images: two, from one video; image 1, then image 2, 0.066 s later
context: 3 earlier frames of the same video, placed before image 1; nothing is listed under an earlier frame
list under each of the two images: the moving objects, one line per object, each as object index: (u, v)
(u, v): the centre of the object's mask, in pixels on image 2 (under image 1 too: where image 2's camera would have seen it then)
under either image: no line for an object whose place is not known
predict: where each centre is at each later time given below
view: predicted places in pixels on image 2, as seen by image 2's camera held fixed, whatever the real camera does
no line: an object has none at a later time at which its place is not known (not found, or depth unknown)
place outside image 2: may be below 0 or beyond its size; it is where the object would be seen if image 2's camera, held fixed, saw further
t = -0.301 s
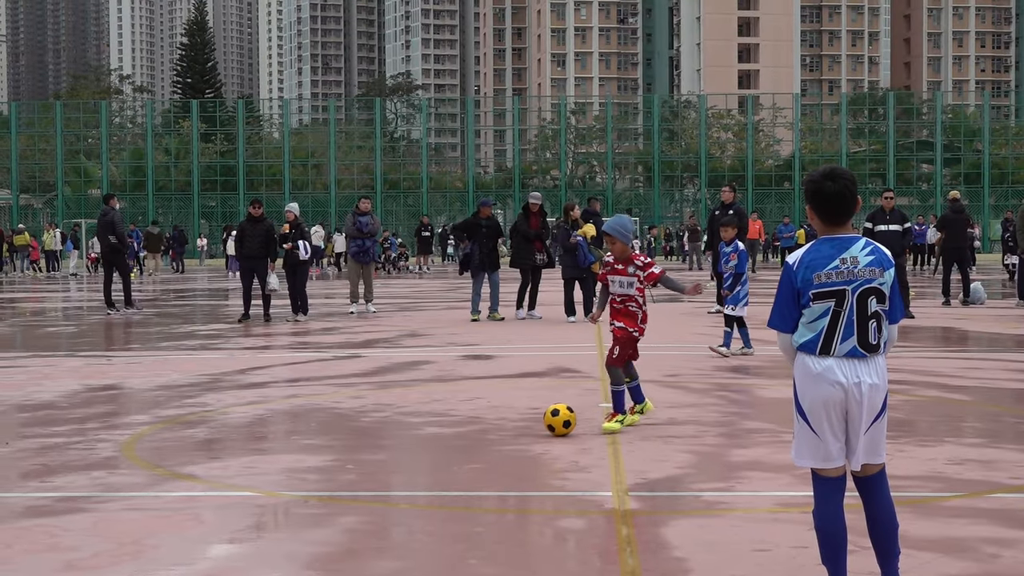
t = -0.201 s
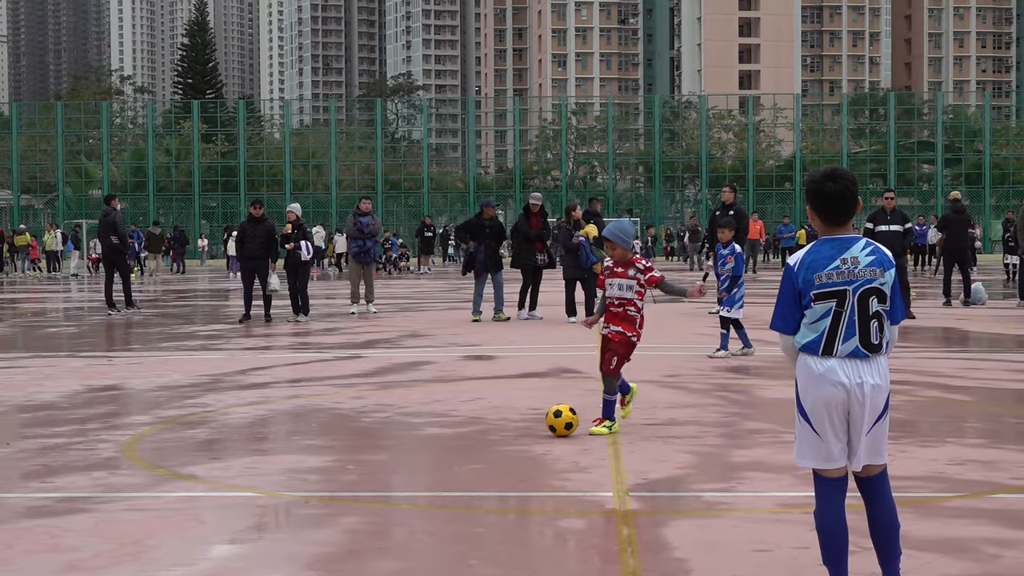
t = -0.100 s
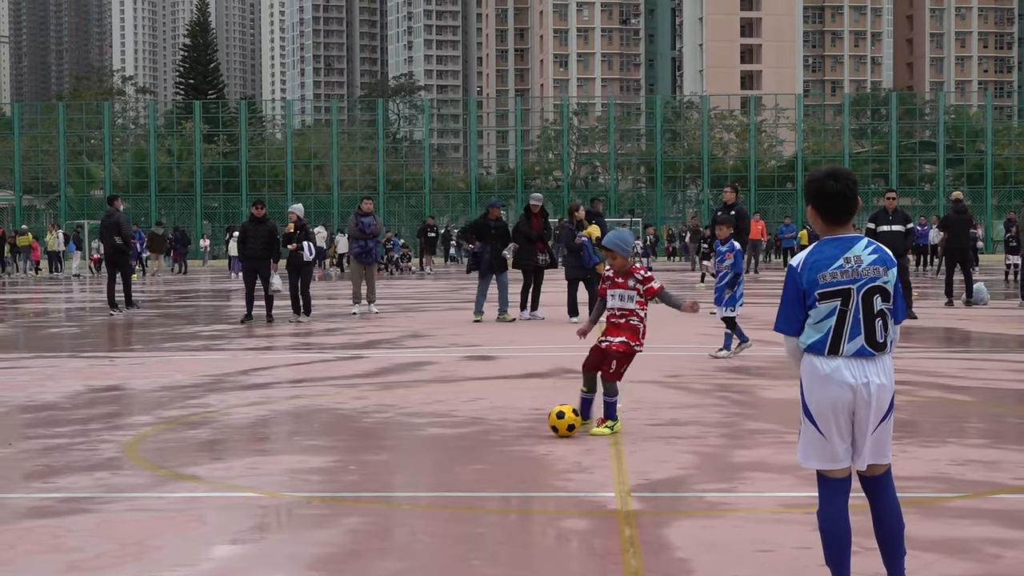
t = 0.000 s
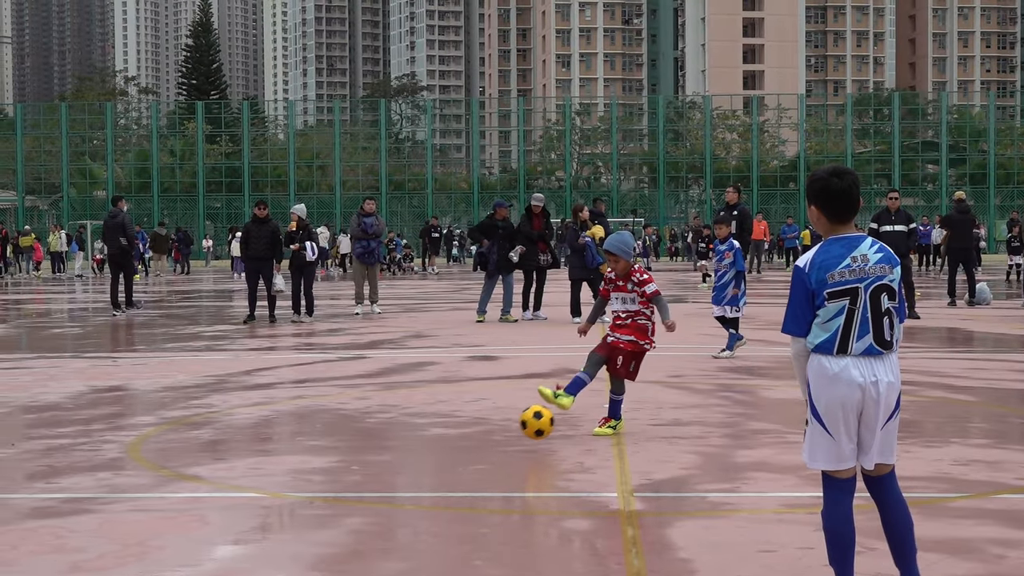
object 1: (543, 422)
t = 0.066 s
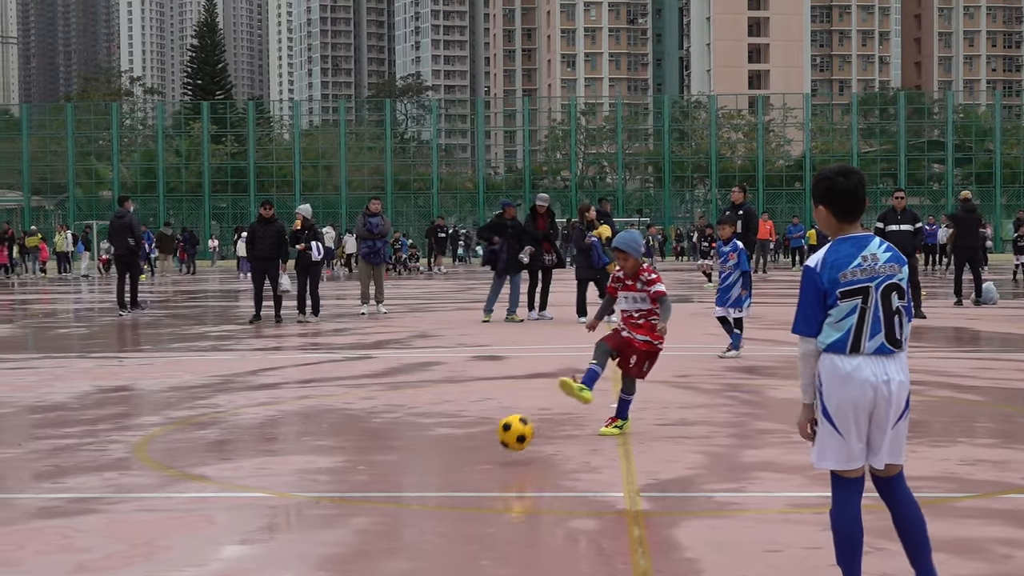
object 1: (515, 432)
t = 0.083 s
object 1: (508, 437)
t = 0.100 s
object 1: (500, 441)
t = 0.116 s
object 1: (491, 446)
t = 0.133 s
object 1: (483, 452)
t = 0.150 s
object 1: (474, 459)
